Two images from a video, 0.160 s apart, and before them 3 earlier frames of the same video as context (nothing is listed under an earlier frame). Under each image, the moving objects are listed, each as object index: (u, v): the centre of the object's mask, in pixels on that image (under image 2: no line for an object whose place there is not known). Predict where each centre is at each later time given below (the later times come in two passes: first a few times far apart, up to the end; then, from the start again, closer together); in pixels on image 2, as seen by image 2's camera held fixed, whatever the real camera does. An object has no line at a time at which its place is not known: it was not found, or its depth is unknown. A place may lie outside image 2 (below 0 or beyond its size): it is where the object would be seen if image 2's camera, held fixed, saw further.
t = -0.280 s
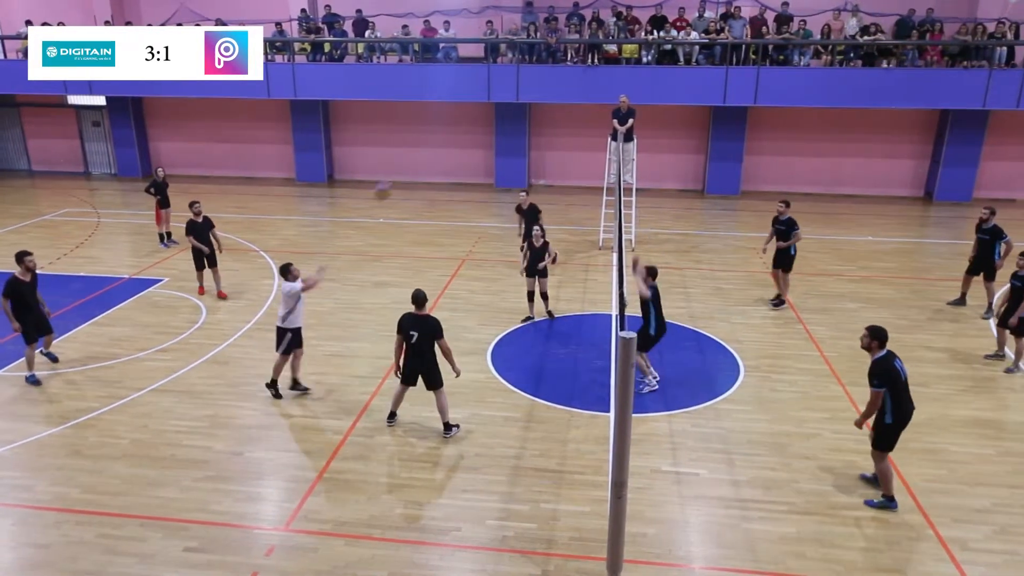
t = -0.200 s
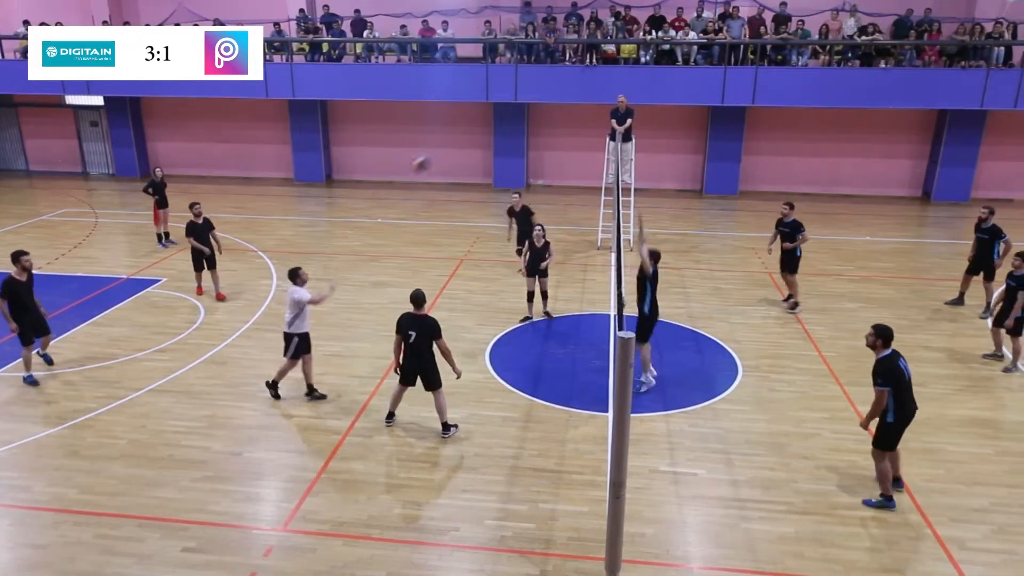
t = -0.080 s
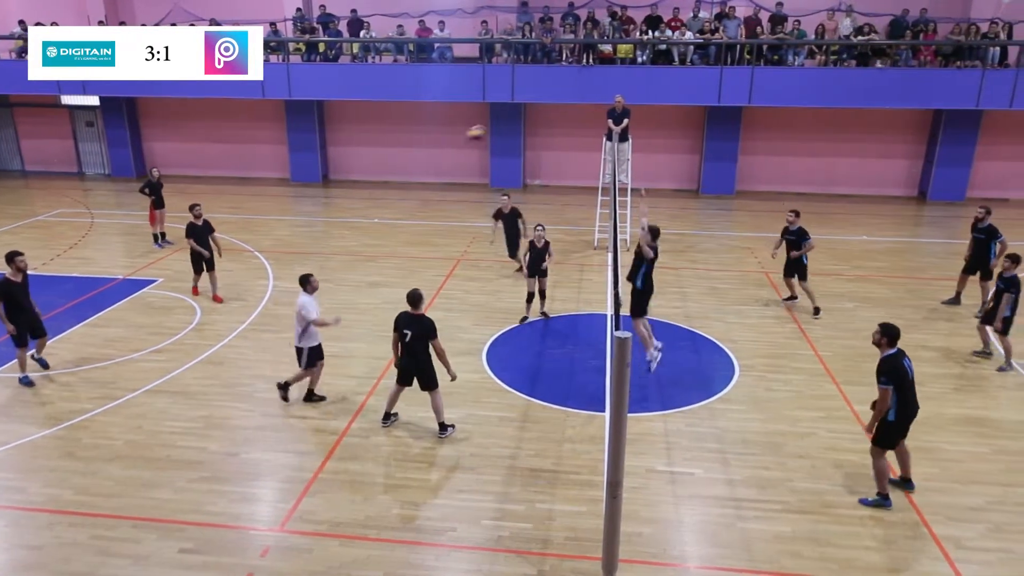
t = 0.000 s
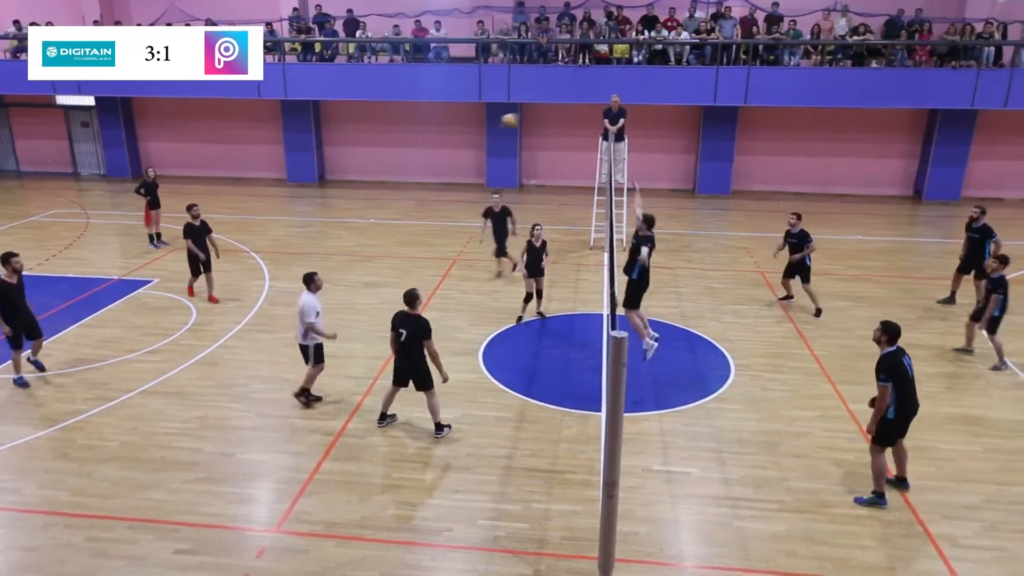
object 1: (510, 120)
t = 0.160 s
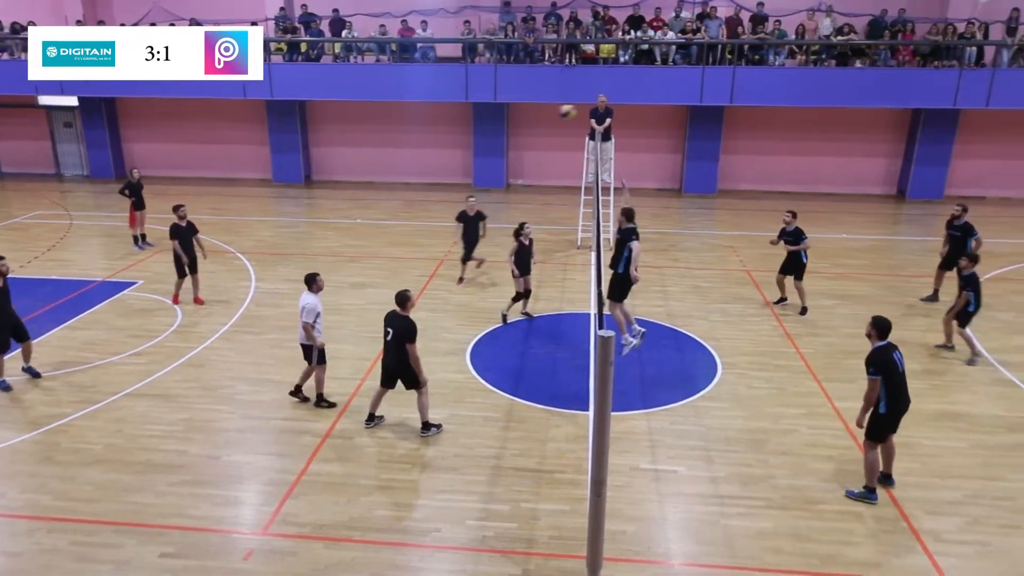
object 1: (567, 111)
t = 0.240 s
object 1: (599, 114)
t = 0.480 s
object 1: (684, 149)
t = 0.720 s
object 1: (753, 218)
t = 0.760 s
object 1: (762, 232)
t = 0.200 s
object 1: (583, 111)
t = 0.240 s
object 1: (599, 114)
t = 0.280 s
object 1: (616, 117)
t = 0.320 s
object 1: (630, 122)
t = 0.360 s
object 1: (645, 128)
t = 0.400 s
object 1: (658, 133)
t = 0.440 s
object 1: (671, 141)
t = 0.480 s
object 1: (684, 149)
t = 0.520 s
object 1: (696, 158)
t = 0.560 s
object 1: (710, 169)
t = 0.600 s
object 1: (722, 180)
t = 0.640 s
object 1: (733, 193)
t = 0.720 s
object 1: (753, 218)
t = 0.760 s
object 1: (762, 232)
